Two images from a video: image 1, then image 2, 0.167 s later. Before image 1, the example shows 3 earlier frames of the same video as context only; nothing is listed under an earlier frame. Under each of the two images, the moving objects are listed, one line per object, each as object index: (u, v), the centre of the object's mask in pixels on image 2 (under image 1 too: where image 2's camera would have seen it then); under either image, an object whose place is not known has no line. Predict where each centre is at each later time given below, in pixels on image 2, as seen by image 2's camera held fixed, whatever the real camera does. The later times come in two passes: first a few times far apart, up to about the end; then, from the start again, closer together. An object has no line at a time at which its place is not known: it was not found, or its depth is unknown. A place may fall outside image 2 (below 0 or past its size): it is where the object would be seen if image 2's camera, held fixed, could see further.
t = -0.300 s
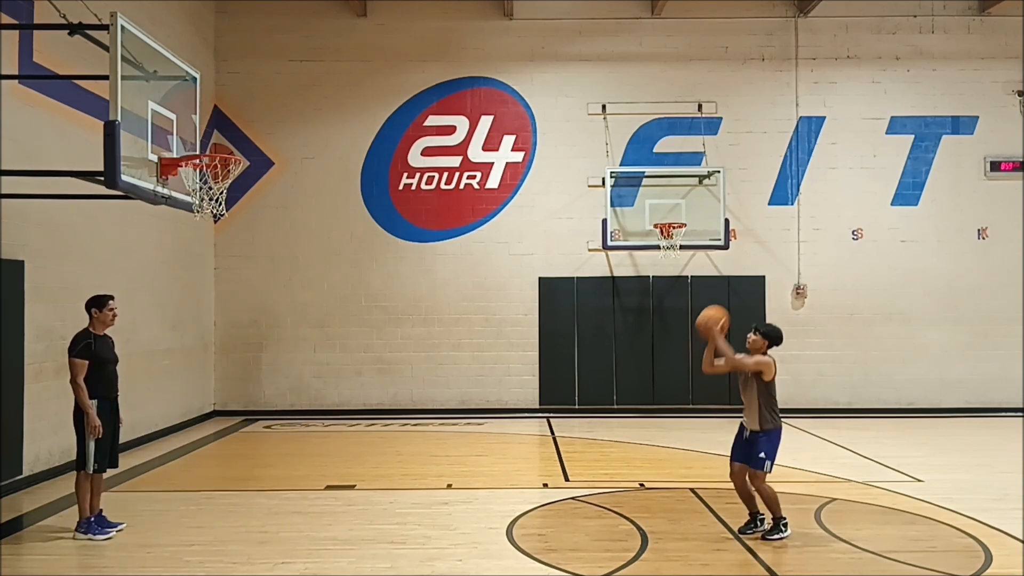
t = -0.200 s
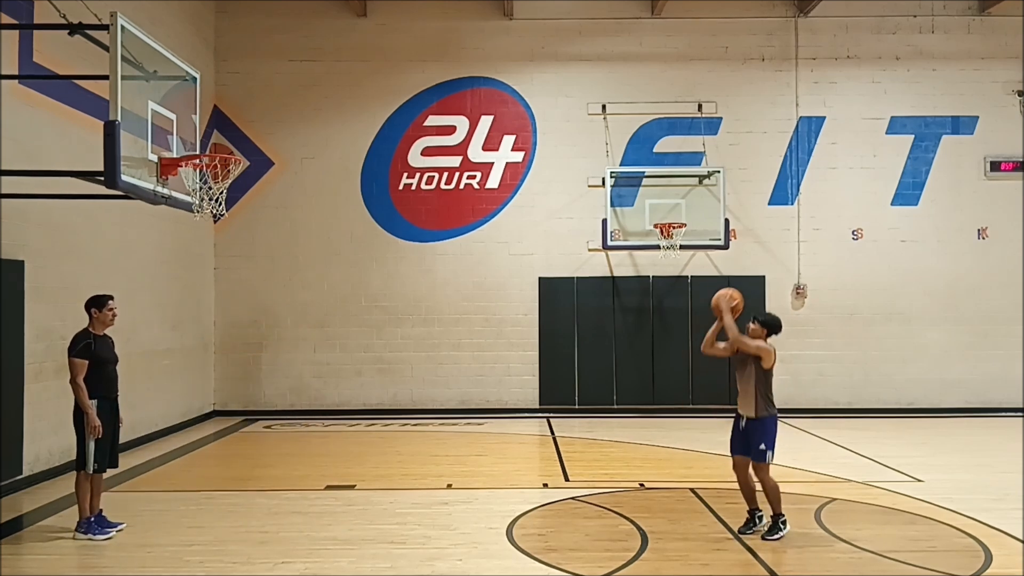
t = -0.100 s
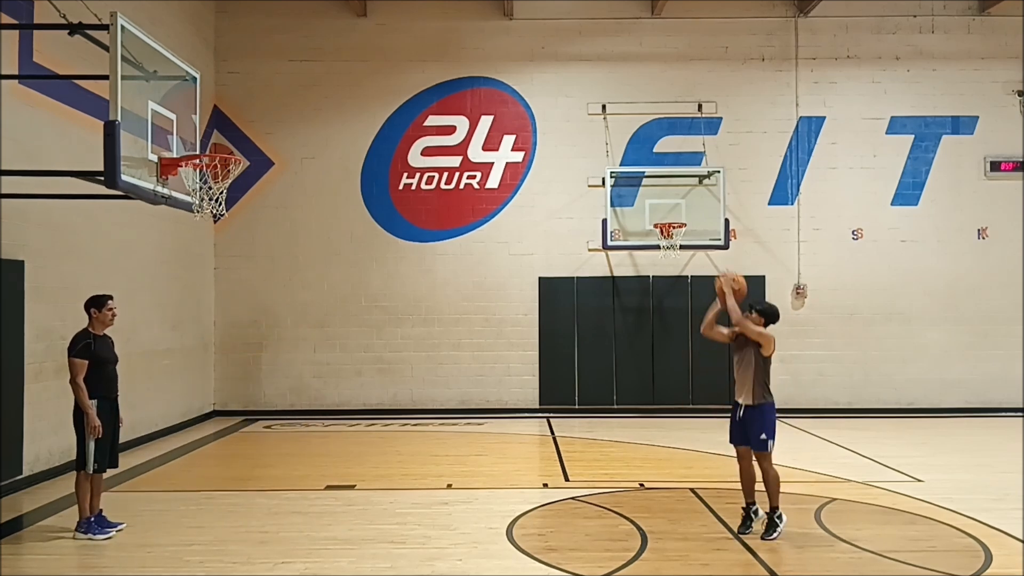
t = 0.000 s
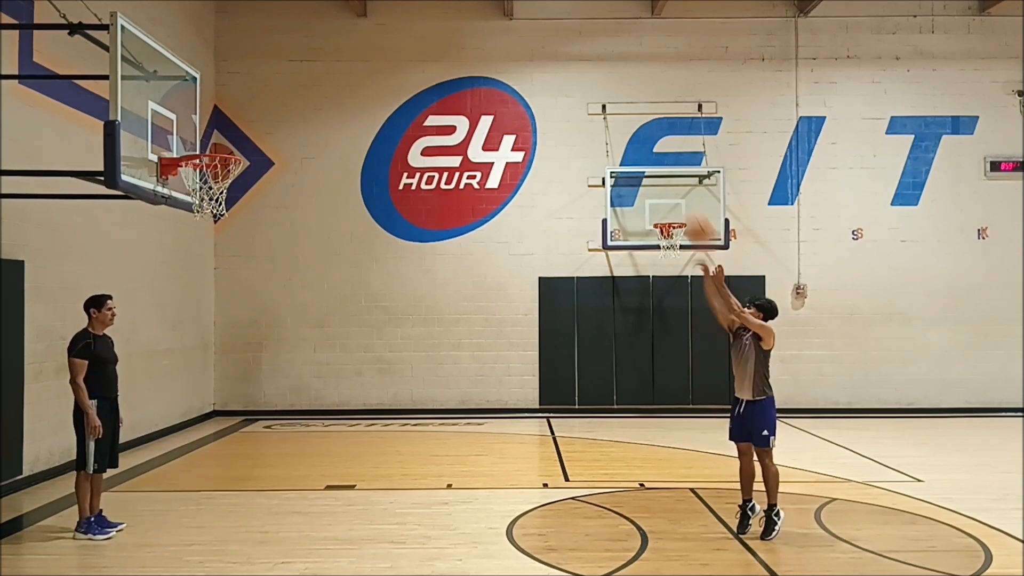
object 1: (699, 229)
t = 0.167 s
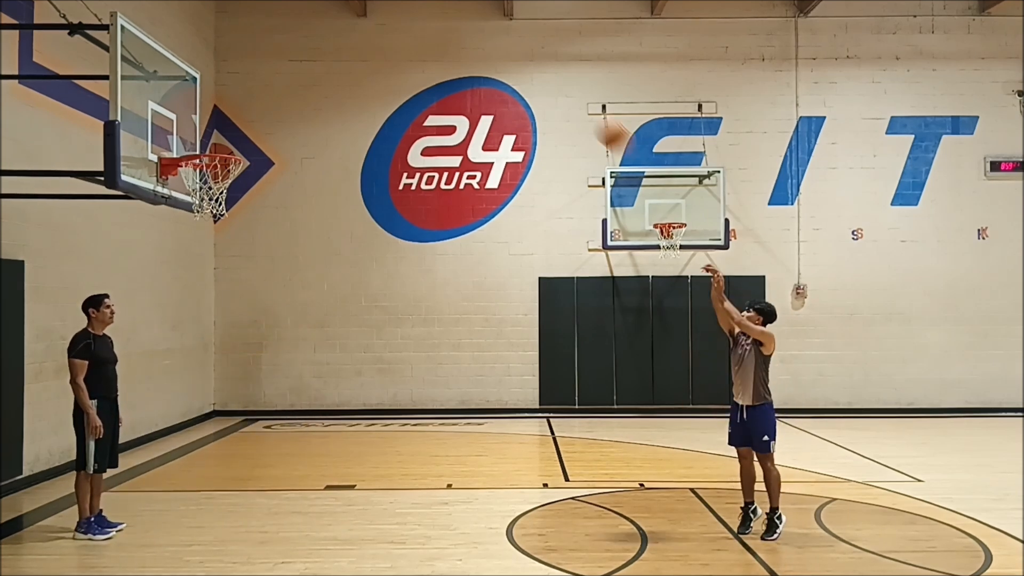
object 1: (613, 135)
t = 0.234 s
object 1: (578, 104)
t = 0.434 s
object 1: (482, 49)
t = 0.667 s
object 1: (369, 44)
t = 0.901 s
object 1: (257, 104)
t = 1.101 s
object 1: (201, 215)
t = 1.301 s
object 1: (223, 316)
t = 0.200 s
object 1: (597, 122)
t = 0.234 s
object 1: (578, 104)
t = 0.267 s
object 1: (563, 92)
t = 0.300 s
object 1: (548, 81)
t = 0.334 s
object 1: (531, 71)
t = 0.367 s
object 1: (515, 62)
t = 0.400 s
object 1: (499, 55)
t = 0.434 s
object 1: (482, 49)
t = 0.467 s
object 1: (466, 45)
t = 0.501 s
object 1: (450, 41)
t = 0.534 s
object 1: (434, 39)
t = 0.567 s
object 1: (418, 39)
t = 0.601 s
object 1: (402, 39)
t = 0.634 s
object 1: (386, 41)
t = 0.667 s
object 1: (369, 44)
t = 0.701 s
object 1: (353, 49)
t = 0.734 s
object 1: (337, 55)
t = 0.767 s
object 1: (321, 62)
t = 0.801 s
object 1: (305, 71)
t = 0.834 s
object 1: (288, 81)
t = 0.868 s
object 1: (272, 93)
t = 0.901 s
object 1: (257, 104)
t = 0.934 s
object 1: (240, 120)
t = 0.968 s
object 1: (224, 136)
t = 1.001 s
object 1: (212, 146)
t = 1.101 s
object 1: (201, 215)
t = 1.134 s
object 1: (205, 222)
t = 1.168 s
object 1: (208, 236)
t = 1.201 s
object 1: (212, 254)
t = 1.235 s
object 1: (215, 274)
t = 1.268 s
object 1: (218, 295)
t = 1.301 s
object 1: (223, 316)
